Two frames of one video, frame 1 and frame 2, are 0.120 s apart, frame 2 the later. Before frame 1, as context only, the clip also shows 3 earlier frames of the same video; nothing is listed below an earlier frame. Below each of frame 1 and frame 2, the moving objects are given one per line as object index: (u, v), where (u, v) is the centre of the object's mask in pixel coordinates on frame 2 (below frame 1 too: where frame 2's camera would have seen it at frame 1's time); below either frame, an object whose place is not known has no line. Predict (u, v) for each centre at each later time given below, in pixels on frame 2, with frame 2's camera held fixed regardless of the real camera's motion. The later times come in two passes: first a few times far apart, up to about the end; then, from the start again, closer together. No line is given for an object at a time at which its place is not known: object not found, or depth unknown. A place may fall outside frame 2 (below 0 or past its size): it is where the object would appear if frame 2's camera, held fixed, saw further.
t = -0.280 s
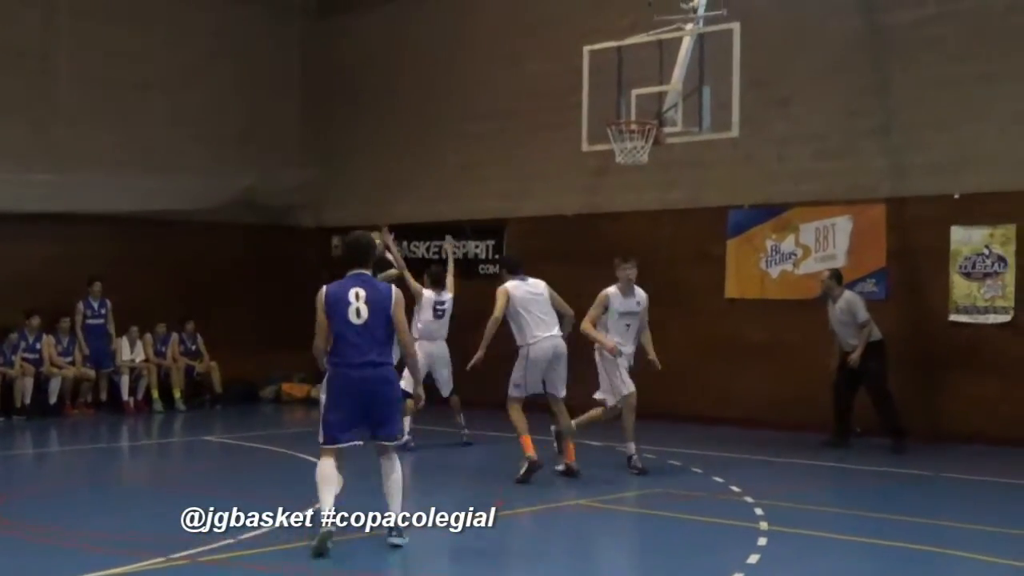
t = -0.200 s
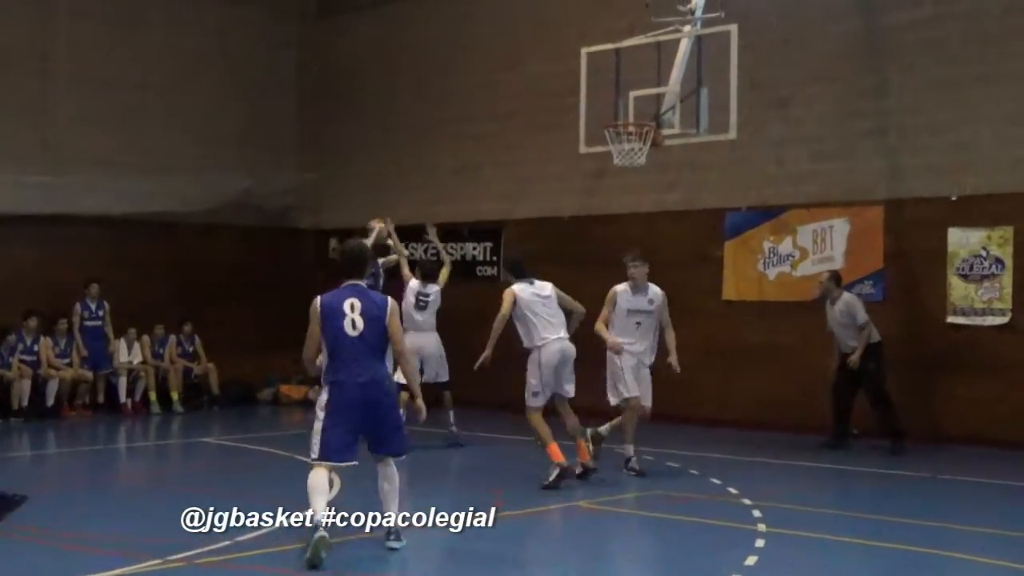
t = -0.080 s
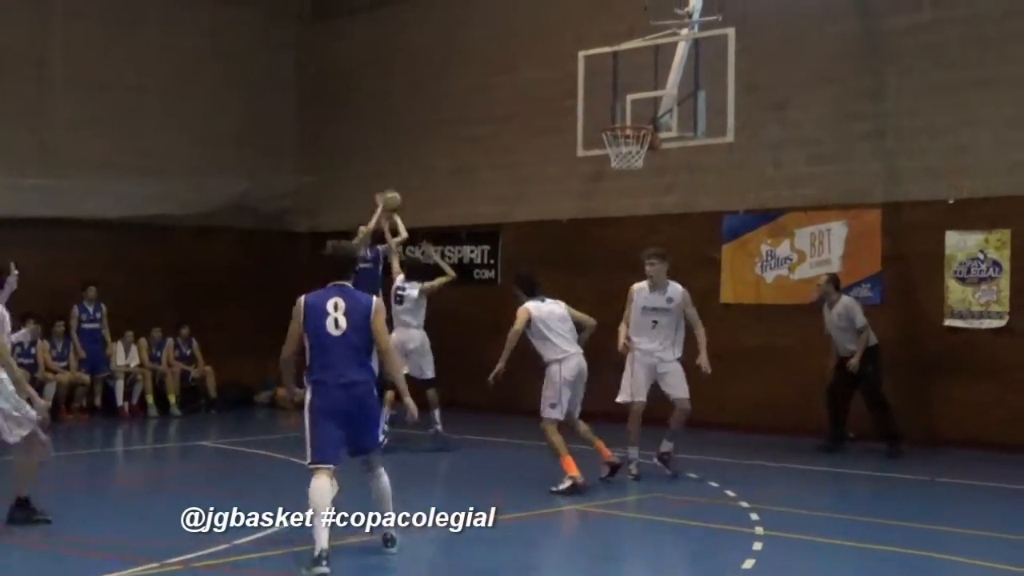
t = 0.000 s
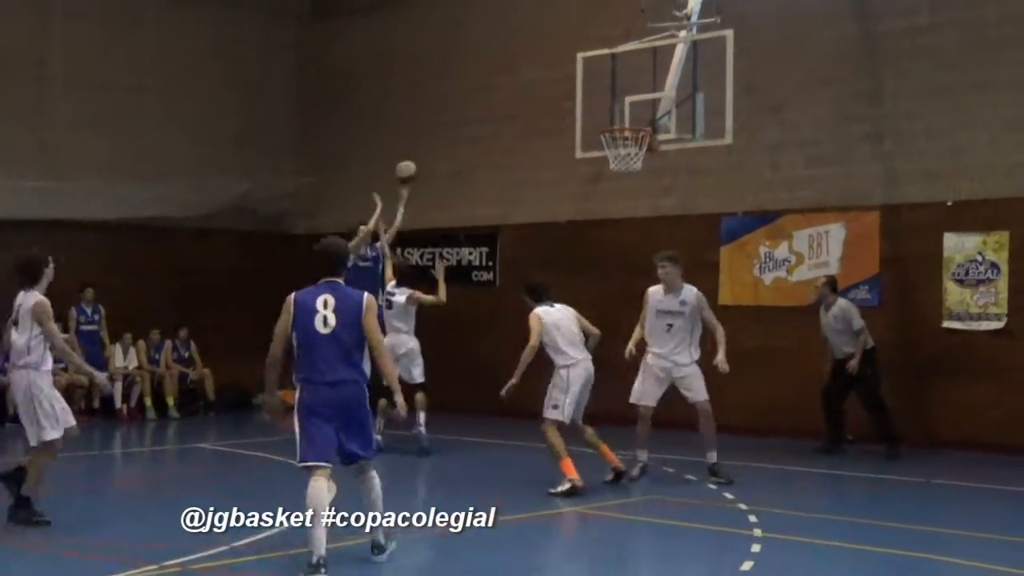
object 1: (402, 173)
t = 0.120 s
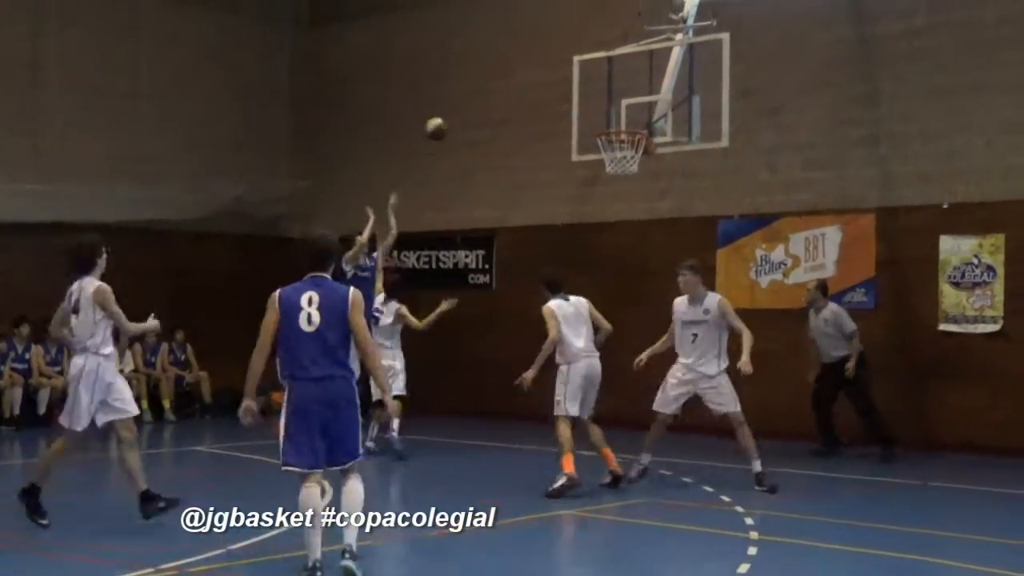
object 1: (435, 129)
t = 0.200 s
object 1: (459, 106)
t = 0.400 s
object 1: (519, 76)
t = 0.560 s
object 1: (567, 77)
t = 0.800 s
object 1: (629, 123)
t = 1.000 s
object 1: (582, 130)
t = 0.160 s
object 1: (447, 116)
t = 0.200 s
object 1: (459, 106)
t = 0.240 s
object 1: (470, 97)
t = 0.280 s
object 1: (482, 89)
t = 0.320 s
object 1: (494, 83)
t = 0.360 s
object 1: (507, 79)
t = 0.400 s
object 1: (519, 76)
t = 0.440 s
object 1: (531, 74)
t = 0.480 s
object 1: (543, 73)
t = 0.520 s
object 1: (556, 74)
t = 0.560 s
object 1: (567, 77)
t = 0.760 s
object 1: (630, 121)
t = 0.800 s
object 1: (629, 123)
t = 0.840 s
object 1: (618, 118)
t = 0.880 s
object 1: (607, 117)
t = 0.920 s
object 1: (600, 122)
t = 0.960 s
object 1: (590, 126)
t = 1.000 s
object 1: (582, 130)
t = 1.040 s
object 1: (574, 137)
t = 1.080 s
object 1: (565, 144)
